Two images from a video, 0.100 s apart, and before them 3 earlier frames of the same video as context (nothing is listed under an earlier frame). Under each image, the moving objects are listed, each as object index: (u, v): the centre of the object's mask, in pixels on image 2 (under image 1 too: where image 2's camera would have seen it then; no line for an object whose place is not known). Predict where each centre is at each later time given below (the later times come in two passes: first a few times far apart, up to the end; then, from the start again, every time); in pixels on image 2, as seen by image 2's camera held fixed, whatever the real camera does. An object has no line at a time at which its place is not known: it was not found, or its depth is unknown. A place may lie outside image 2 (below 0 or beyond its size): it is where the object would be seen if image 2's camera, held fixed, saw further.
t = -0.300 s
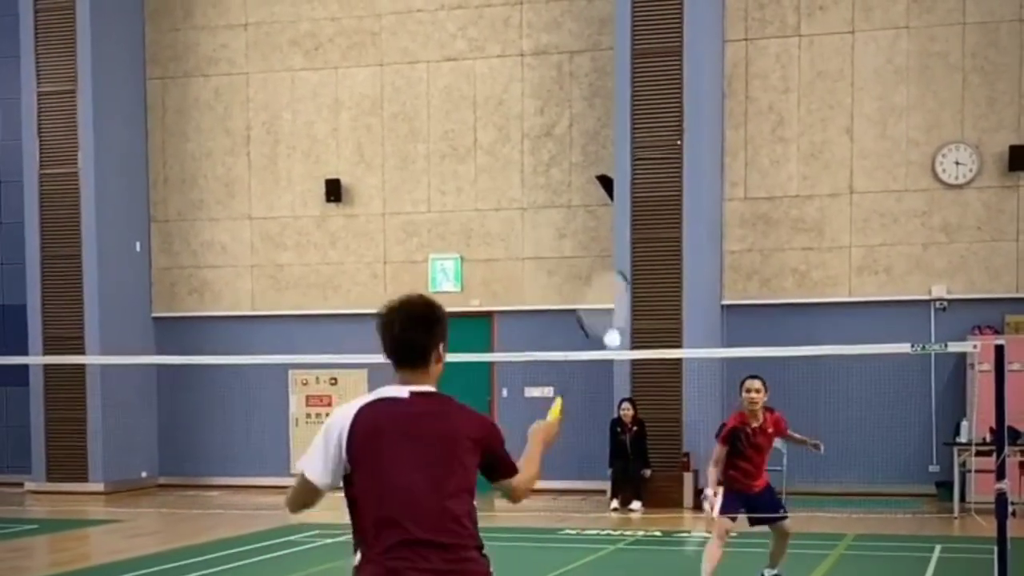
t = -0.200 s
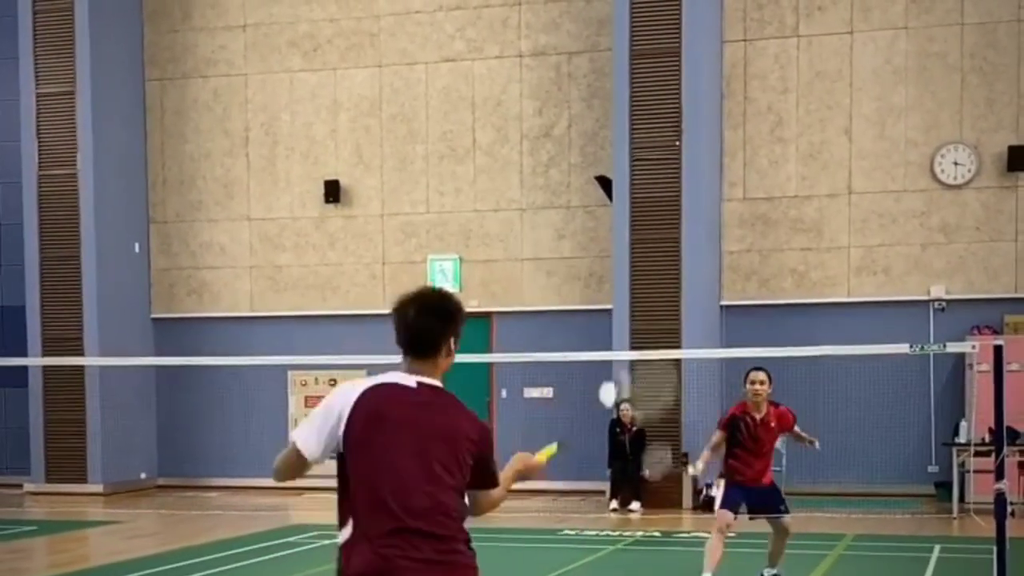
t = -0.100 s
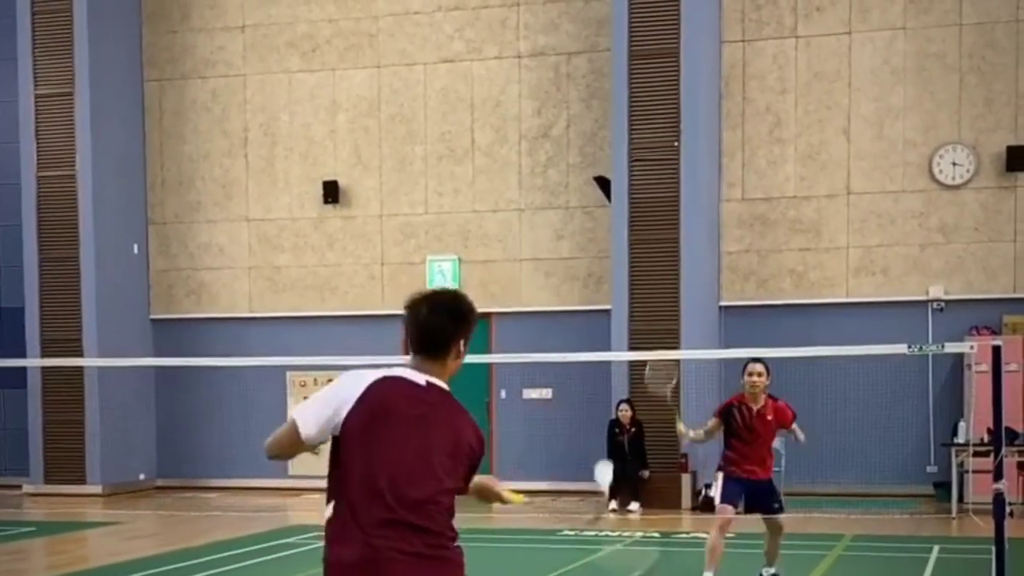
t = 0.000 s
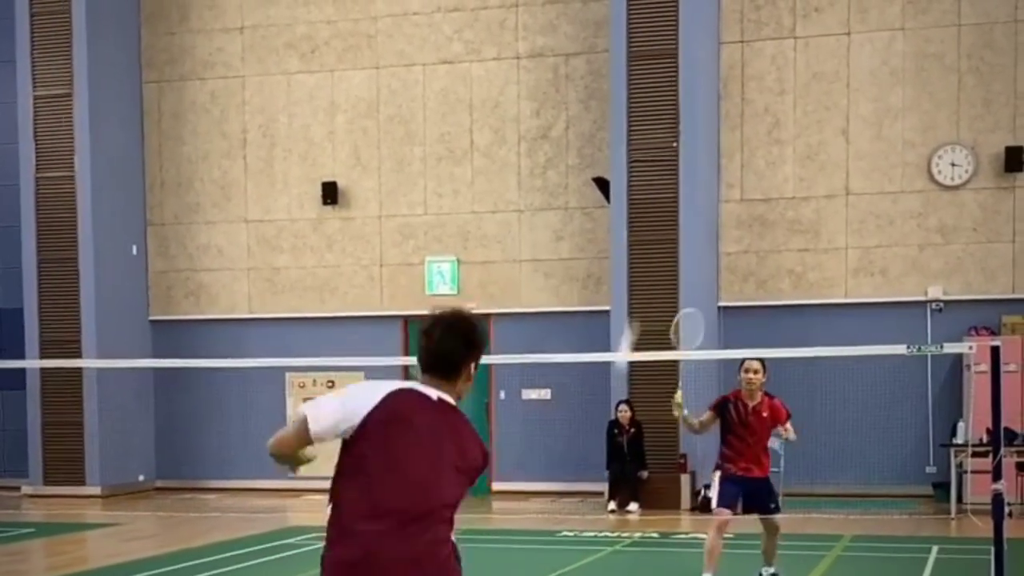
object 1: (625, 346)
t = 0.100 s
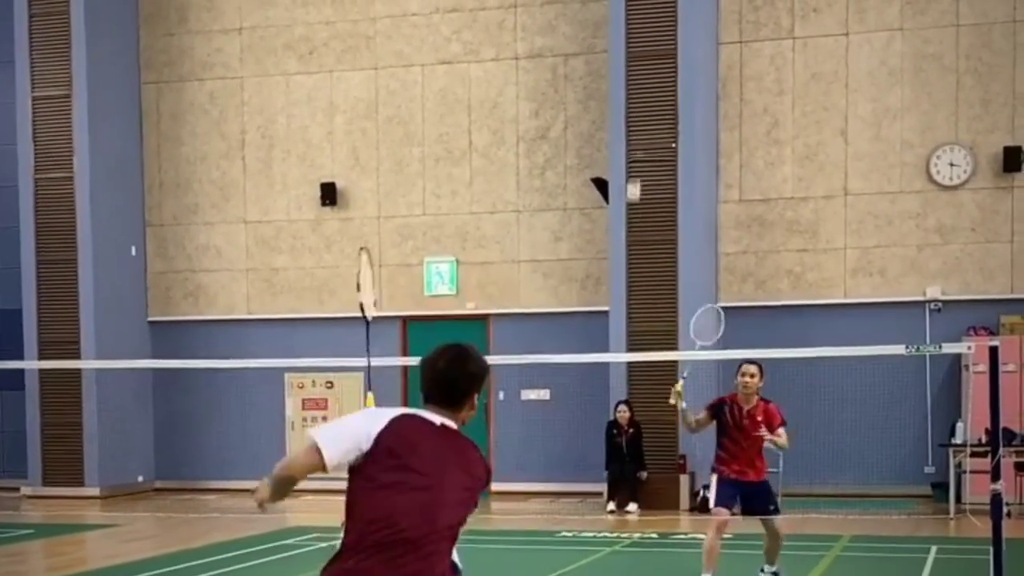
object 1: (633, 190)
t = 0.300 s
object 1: (639, 98)
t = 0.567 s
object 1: (645, 118)
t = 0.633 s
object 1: (647, 136)
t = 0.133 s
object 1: (636, 162)
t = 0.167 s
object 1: (637, 141)
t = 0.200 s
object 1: (637, 124)
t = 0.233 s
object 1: (637, 112)
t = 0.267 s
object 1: (638, 103)
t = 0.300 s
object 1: (639, 98)
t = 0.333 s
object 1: (640, 95)
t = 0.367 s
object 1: (641, 95)
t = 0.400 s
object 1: (642, 95)
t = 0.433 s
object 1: (643, 96)
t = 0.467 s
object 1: (643, 100)
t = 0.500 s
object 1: (644, 104)
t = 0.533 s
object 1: (644, 110)
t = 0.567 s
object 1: (645, 118)
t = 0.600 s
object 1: (646, 127)
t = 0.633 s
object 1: (647, 136)
